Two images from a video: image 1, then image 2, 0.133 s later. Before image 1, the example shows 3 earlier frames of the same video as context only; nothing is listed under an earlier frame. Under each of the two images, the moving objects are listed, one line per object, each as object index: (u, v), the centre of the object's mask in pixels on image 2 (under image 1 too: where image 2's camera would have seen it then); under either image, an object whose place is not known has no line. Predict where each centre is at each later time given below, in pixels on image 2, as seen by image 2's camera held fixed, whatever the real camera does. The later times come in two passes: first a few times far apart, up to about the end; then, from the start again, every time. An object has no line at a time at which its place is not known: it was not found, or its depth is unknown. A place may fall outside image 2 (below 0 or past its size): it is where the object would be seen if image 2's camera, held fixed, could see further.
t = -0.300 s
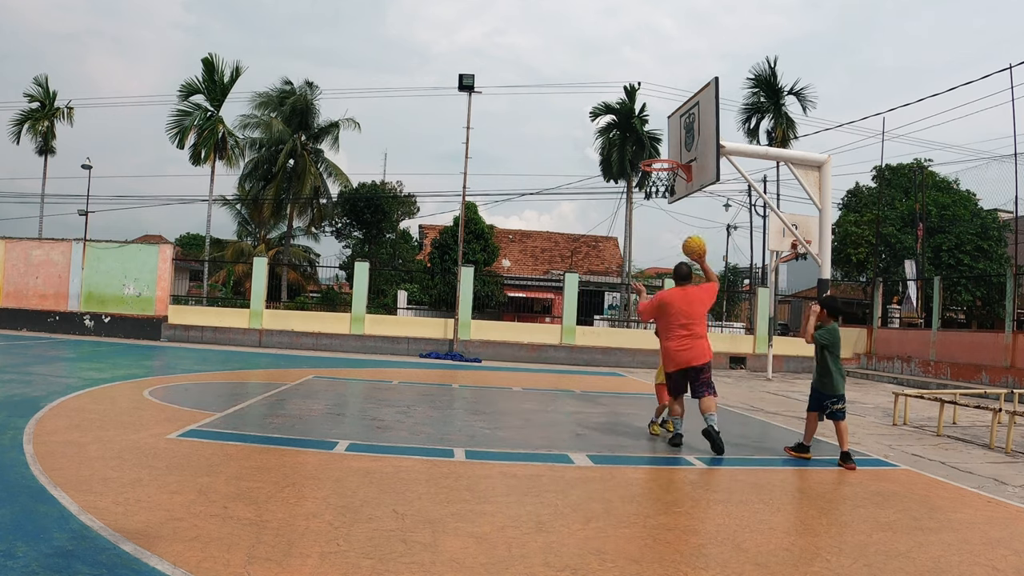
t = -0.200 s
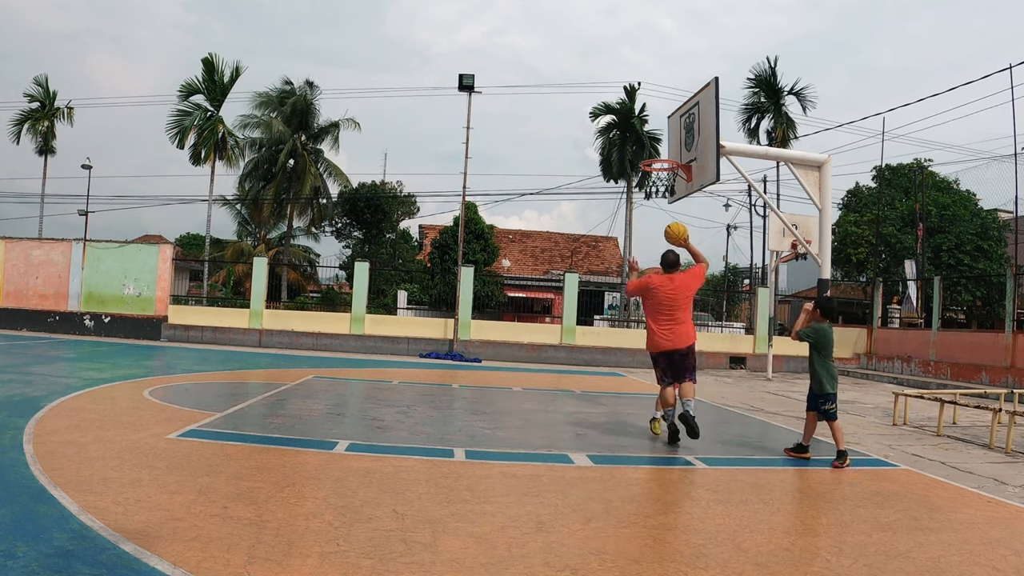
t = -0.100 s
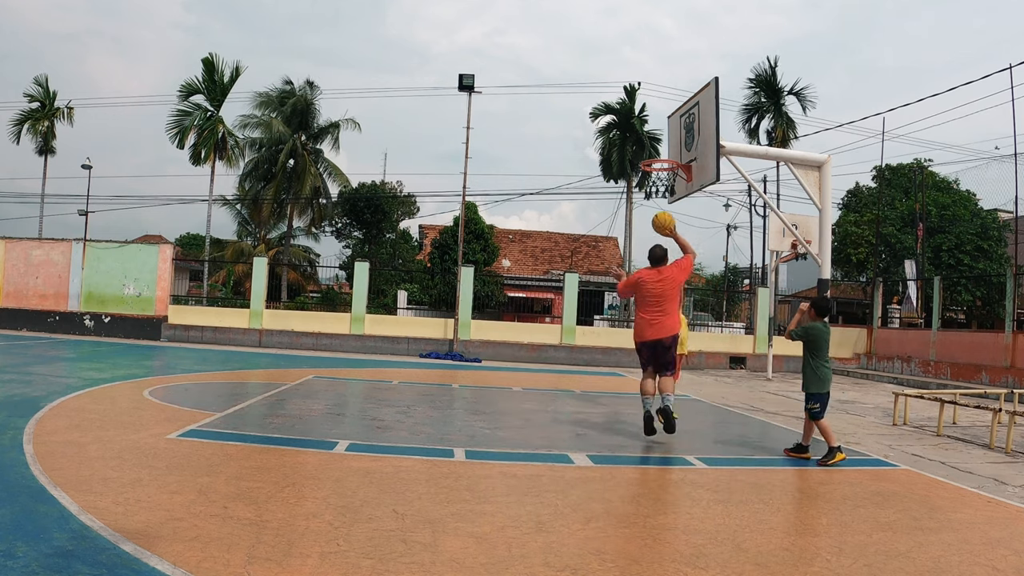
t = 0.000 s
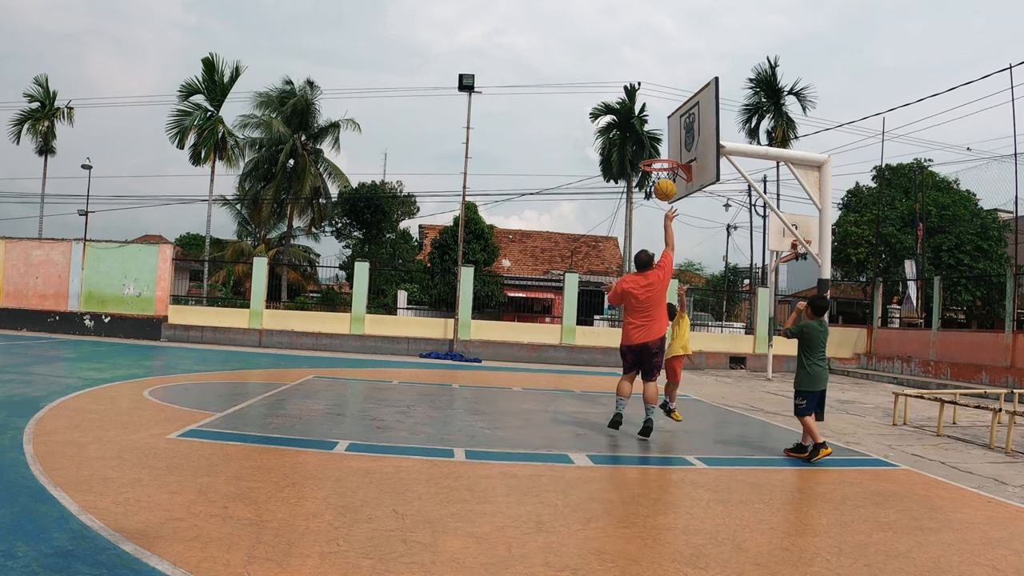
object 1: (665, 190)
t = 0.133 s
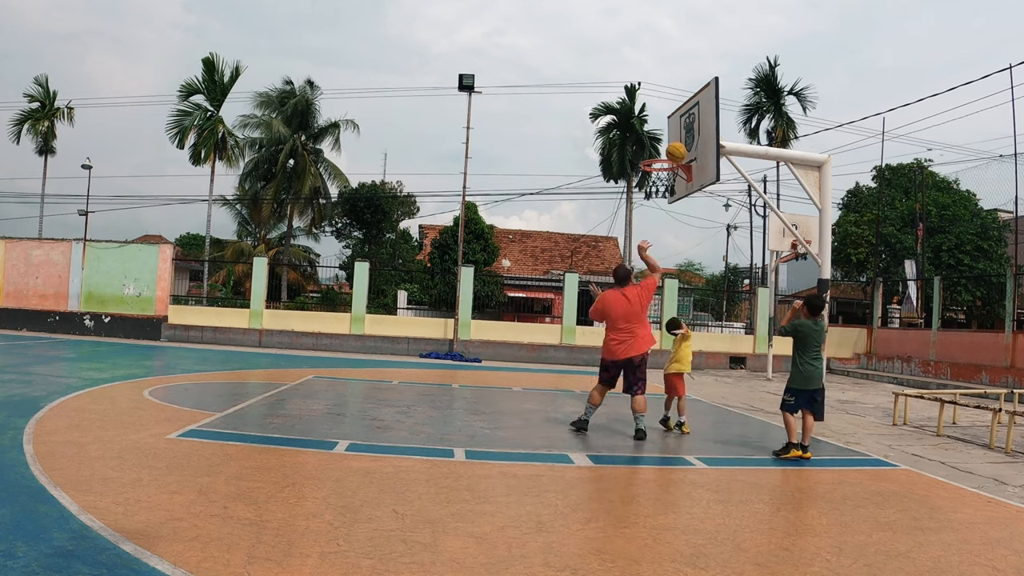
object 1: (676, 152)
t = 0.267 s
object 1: (685, 135)
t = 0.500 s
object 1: (679, 139)
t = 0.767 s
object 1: (650, 156)
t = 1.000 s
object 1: (662, 157)
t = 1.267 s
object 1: (669, 190)
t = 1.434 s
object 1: (669, 233)
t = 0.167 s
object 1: (678, 146)
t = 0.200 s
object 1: (681, 141)
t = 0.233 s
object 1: (683, 137)
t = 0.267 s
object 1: (685, 135)
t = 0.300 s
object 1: (688, 132)
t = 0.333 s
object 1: (690, 132)
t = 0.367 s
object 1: (692, 132)
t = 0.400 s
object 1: (693, 133)
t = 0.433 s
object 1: (690, 134)
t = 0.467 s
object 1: (685, 136)
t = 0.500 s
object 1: (679, 139)
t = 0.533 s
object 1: (673, 142)
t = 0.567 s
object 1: (667, 147)
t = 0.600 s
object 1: (662, 151)
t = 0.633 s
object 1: (659, 151)
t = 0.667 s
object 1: (656, 152)
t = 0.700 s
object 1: (653, 154)
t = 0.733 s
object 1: (651, 155)
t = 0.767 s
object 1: (650, 156)
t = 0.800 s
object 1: (652, 157)
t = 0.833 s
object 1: (653, 155)
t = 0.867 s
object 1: (656, 157)
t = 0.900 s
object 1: (659, 159)
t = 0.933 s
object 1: (660, 163)
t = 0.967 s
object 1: (662, 160)
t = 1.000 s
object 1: (662, 157)
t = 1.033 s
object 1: (663, 163)
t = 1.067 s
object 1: (664, 165)
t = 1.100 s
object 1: (665, 169)
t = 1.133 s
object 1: (666, 171)
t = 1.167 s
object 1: (668, 174)
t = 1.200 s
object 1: (669, 179)
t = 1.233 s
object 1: (670, 184)
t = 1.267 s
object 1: (669, 190)
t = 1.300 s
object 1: (669, 196)
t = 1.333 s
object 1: (669, 204)
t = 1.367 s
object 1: (669, 213)
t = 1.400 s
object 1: (669, 222)
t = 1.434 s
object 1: (669, 233)
